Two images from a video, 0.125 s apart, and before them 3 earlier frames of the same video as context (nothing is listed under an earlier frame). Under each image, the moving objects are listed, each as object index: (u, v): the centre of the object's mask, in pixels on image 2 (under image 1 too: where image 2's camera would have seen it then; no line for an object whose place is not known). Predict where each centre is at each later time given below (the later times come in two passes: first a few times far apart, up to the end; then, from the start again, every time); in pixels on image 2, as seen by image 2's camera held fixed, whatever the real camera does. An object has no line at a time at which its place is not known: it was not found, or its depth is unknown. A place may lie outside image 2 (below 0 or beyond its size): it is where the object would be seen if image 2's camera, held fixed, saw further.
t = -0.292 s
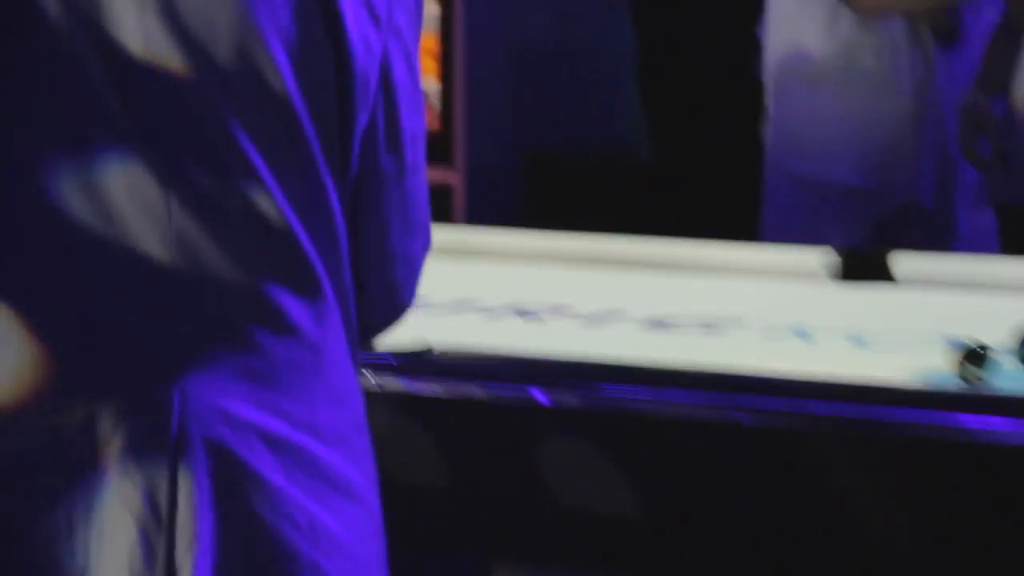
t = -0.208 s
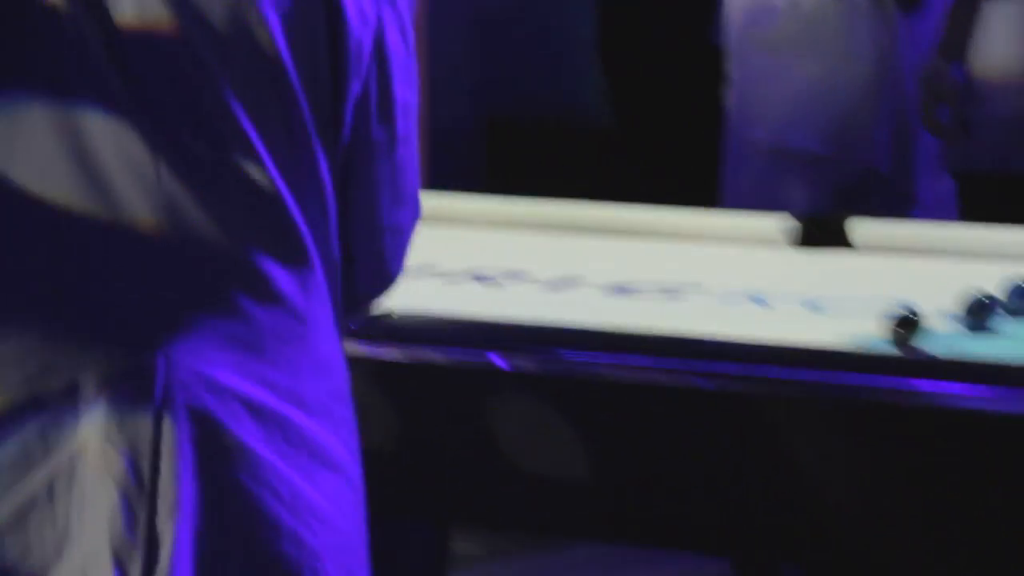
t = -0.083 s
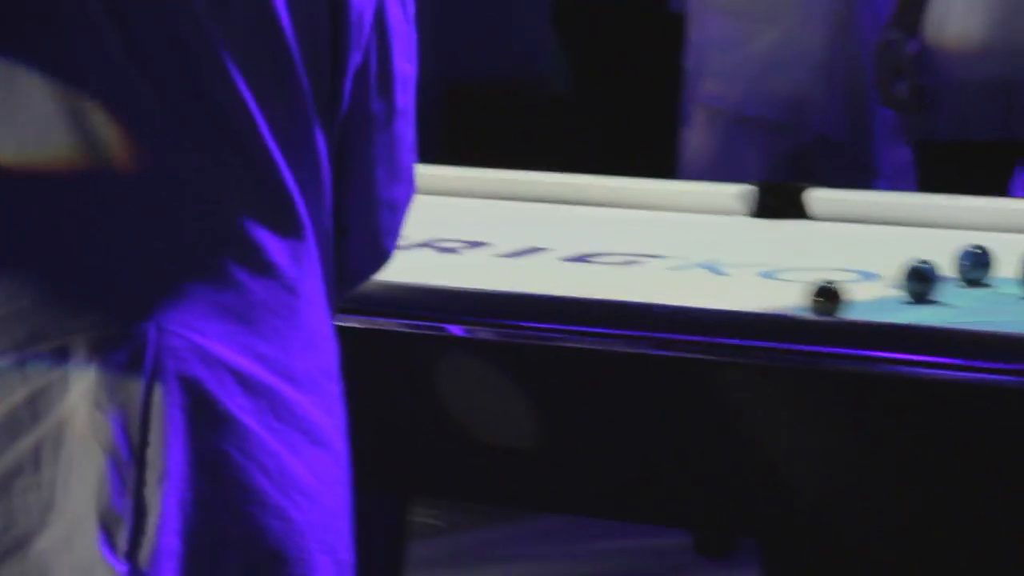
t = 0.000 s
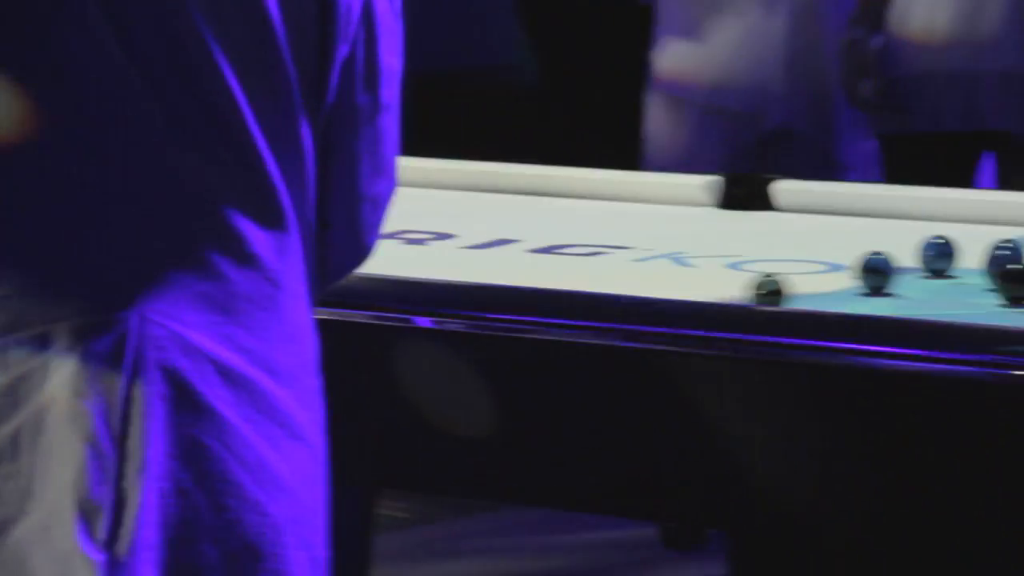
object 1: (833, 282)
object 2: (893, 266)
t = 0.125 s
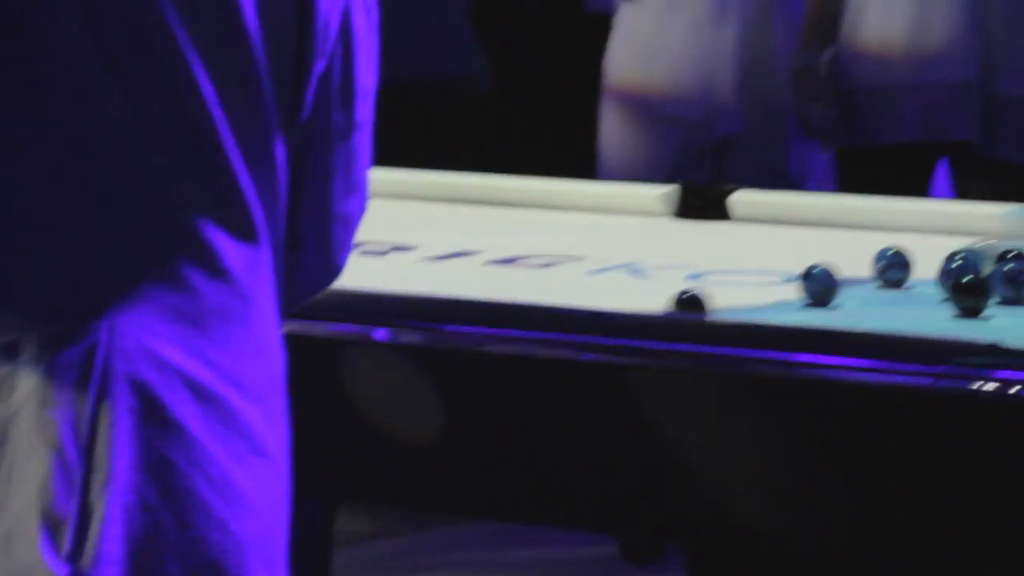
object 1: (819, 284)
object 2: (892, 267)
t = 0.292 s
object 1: (803, 285)
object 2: (893, 266)
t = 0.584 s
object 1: (778, 287)
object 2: (885, 271)
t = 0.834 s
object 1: (762, 289)
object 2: (881, 275)
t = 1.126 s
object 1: (749, 291)
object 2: (878, 281)
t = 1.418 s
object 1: (741, 292)
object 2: (874, 284)
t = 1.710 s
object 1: (738, 292)
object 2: (873, 288)
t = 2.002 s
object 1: (738, 293)
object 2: (874, 291)
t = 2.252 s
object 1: (737, 292)
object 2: (874, 294)
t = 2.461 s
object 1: (737, 292)
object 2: (874, 296)
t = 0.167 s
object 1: (815, 284)
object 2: (892, 266)
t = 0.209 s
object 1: (811, 285)
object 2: (892, 266)
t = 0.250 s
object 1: (807, 285)
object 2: (893, 266)
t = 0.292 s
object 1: (803, 285)
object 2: (893, 266)
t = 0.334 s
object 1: (799, 285)
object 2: (893, 265)
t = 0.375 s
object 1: (795, 286)
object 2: (890, 267)
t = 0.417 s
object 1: (791, 286)
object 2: (890, 268)
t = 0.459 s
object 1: (788, 287)
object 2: (888, 269)
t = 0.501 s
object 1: (785, 287)
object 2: (887, 270)
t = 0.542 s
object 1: (781, 286)
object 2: (886, 269)
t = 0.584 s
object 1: (778, 287)
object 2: (885, 271)
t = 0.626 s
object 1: (775, 288)
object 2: (884, 272)
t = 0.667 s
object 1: (772, 288)
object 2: (884, 272)
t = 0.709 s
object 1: (769, 289)
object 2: (883, 273)
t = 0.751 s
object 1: (767, 289)
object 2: (882, 273)
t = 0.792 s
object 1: (764, 289)
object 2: (882, 275)
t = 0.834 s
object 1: (762, 289)
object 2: (881, 275)
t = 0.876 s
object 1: (760, 289)
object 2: (881, 277)
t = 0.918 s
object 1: (758, 290)
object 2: (880, 277)
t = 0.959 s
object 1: (755, 289)
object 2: (879, 278)
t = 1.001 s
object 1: (753, 290)
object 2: (878, 279)
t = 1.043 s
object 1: (752, 290)
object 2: (878, 279)
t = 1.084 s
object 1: (750, 291)
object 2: (878, 280)
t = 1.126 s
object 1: (749, 291)
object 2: (878, 281)
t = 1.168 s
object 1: (747, 291)
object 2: (877, 281)
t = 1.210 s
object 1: (746, 291)
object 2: (877, 282)
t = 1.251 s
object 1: (745, 291)
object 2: (876, 283)
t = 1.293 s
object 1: (744, 291)
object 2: (876, 283)
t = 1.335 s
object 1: (743, 291)
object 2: (875, 283)
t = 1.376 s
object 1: (741, 292)
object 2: (875, 284)
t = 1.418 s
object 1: (741, 292)
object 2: (874, 284)
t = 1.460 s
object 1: (740, 292)
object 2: (874, 285)
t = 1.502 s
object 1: (740, 292)
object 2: (874, 285)
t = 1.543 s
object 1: (739, 292)
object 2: (874, 286)
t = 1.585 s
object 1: (739, 292)
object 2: (873, 286)
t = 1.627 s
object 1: (738, 292)
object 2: (873, 287)
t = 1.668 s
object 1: (738, 293)
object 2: (873, 287)
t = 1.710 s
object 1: (738, 292)
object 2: (873, 288)
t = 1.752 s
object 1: (738, 292)
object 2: (874, 289)
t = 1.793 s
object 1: (738, 292)
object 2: (873, 289)
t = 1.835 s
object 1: (738, 292)
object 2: (874, 289)
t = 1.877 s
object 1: (738, 293)
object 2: (874, 290)
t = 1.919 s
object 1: (738, 292)
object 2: (874, 290)
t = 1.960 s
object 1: (738, 292)
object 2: (874, 290)
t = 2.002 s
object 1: (738, 293)
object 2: (874, 291)
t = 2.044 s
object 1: (738, 293)
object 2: (874, 291)
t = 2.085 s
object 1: (738, 293)
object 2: (874, 291)
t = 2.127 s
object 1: (738, 292)
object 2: (874, 292)
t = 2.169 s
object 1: (738, 292)
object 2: (874, 292)
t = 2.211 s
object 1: (738, 292)
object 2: (874, 293)
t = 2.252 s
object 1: (737, 292)
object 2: (874, 294)
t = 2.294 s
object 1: (738, 292)
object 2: (874, 294)
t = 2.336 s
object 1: (737, 292)
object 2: (874, 295)
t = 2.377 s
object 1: (737, 292)
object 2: (874, 295)
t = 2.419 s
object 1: (738, 292)
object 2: (874, 296)
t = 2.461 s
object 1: (737, 292)
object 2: (874, 296)
